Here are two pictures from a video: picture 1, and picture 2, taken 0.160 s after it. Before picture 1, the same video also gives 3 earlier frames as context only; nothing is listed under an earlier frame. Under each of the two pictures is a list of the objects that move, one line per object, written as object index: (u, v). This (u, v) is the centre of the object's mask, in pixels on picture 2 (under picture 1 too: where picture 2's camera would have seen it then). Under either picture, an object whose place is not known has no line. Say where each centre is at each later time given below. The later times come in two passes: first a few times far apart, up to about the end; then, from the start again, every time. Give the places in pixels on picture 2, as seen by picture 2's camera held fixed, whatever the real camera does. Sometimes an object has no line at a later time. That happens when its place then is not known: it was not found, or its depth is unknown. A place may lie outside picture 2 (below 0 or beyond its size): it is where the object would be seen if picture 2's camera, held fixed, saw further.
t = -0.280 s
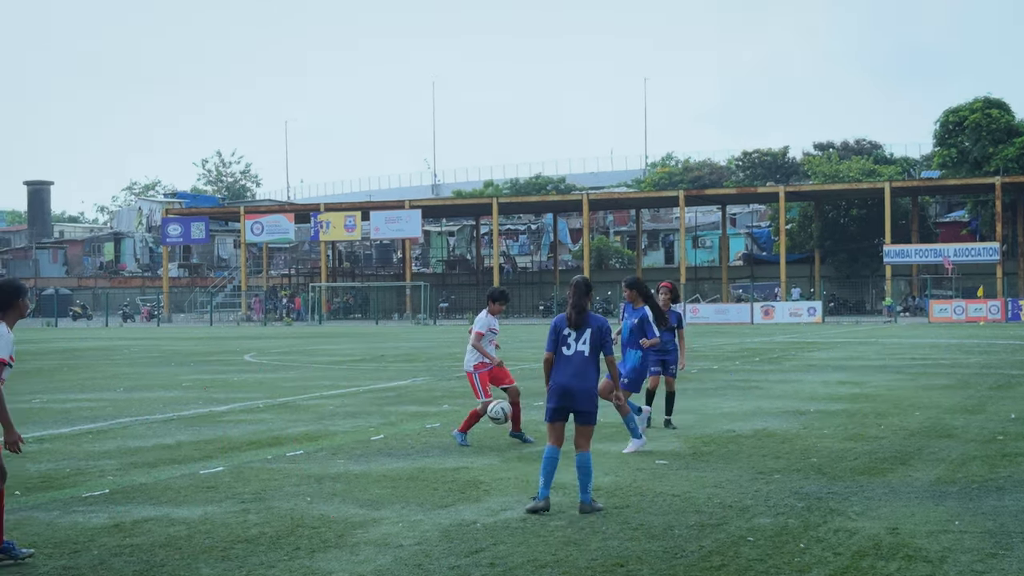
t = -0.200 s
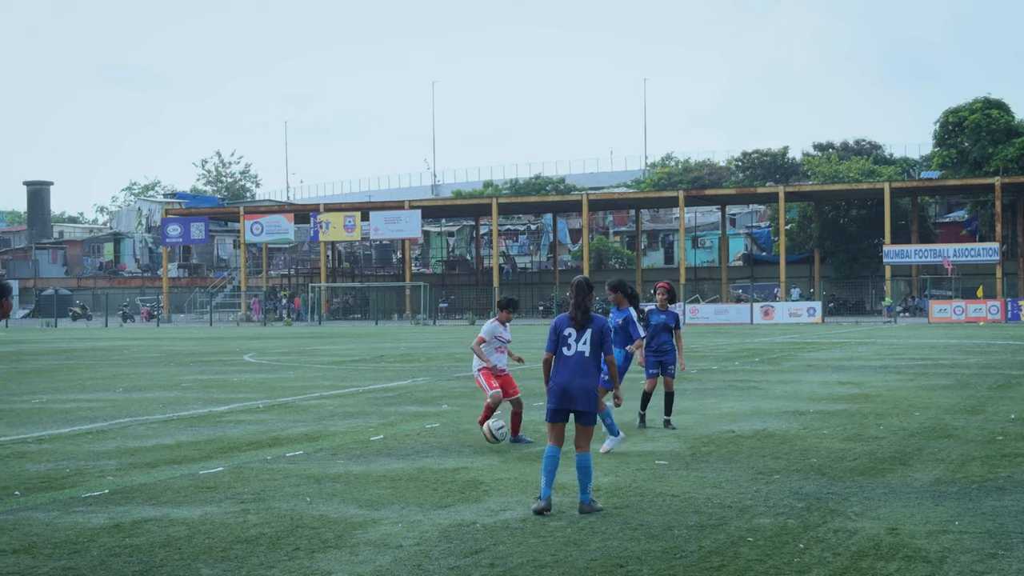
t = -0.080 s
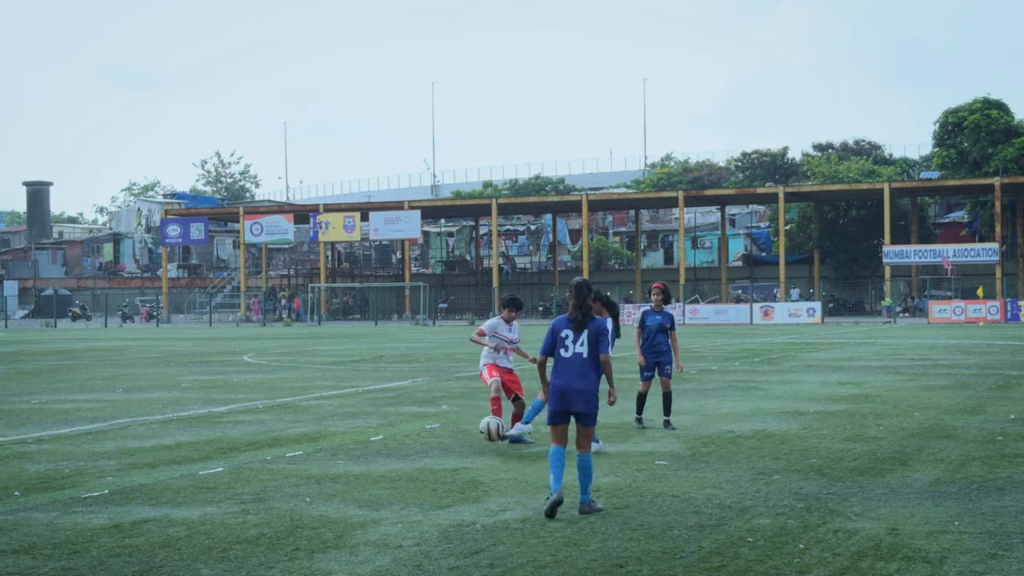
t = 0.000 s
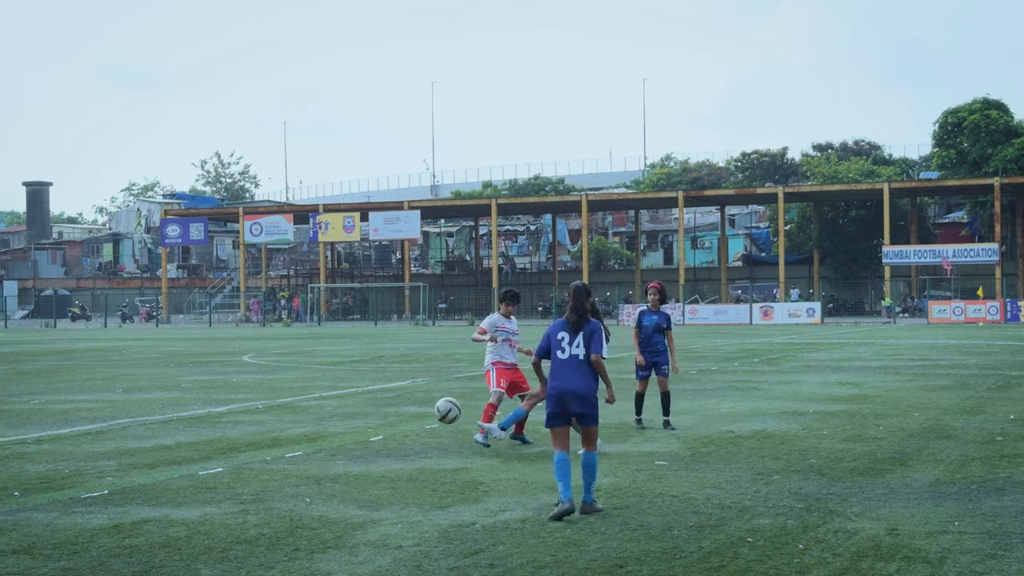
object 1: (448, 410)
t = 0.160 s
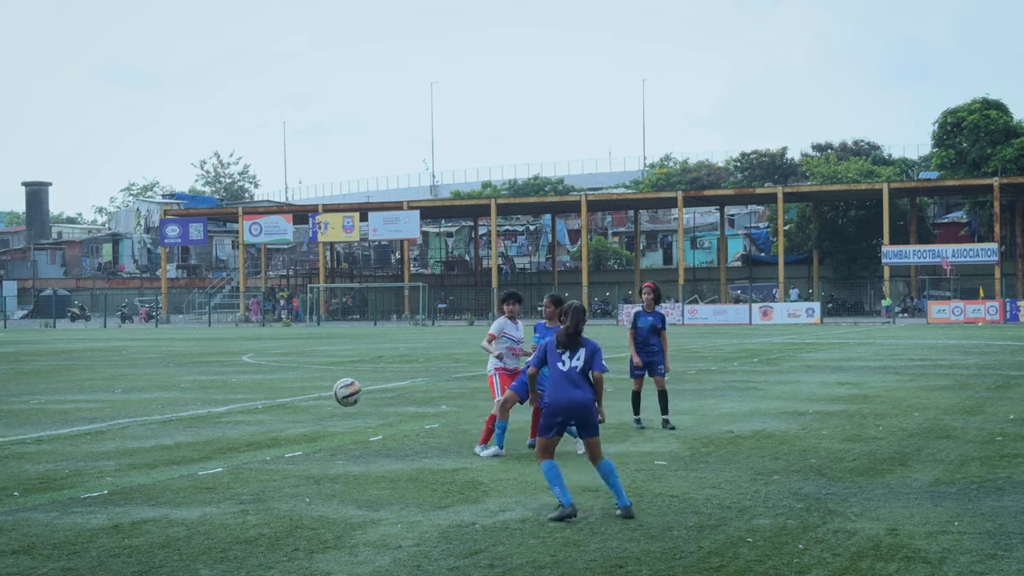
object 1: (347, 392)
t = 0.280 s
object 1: (263, 399)
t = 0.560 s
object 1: (35, 498)
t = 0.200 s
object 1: (320, 392)
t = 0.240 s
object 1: (292, 394)
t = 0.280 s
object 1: (263, 399)
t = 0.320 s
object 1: (234, 406)
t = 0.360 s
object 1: (203, 416)
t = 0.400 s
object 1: (171, 428)
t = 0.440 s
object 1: (138, 442)
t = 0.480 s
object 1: (103, 460)
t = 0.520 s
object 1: (67, 482)
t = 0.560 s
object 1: (35, 498)
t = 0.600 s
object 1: (17, 487)
